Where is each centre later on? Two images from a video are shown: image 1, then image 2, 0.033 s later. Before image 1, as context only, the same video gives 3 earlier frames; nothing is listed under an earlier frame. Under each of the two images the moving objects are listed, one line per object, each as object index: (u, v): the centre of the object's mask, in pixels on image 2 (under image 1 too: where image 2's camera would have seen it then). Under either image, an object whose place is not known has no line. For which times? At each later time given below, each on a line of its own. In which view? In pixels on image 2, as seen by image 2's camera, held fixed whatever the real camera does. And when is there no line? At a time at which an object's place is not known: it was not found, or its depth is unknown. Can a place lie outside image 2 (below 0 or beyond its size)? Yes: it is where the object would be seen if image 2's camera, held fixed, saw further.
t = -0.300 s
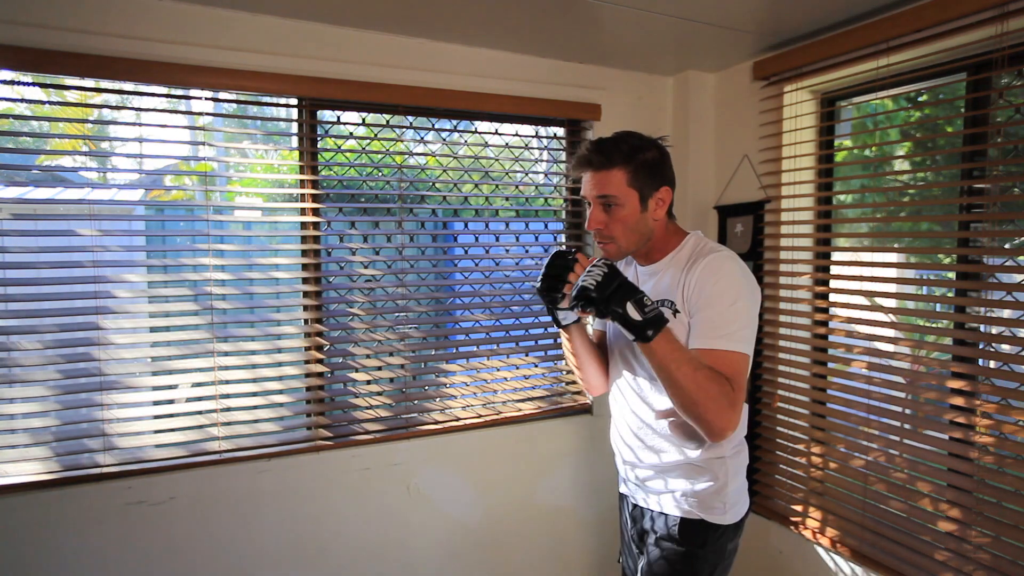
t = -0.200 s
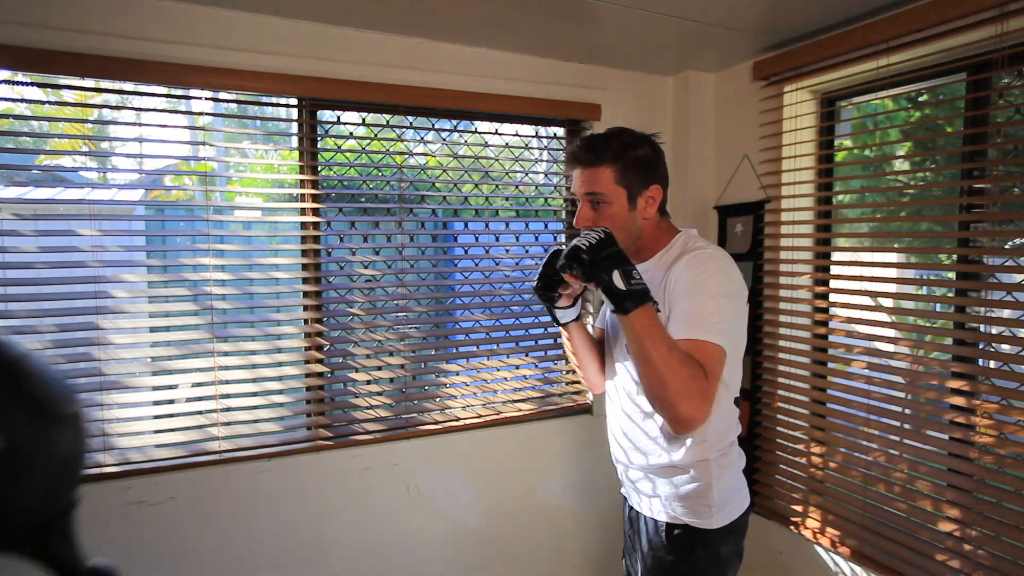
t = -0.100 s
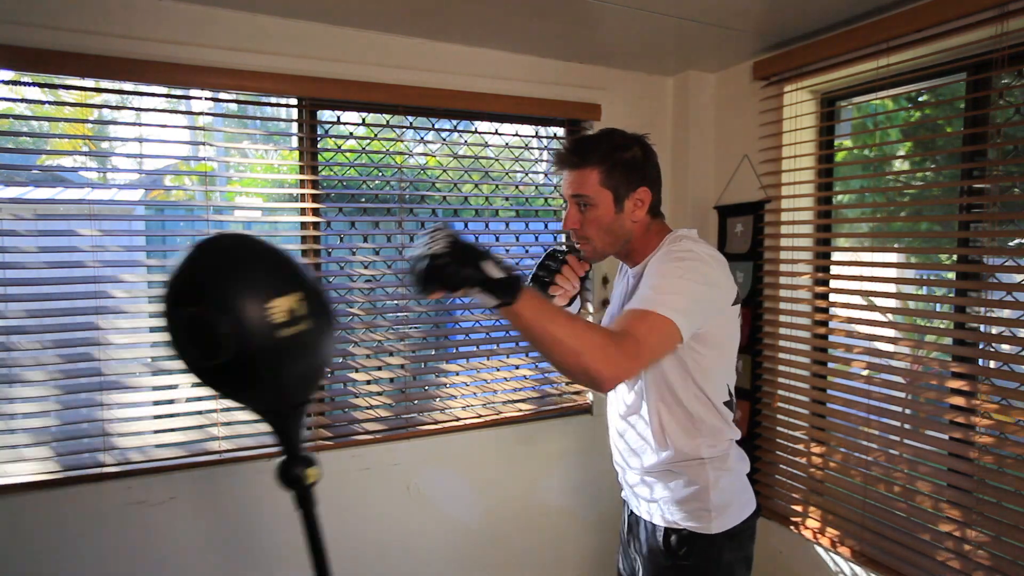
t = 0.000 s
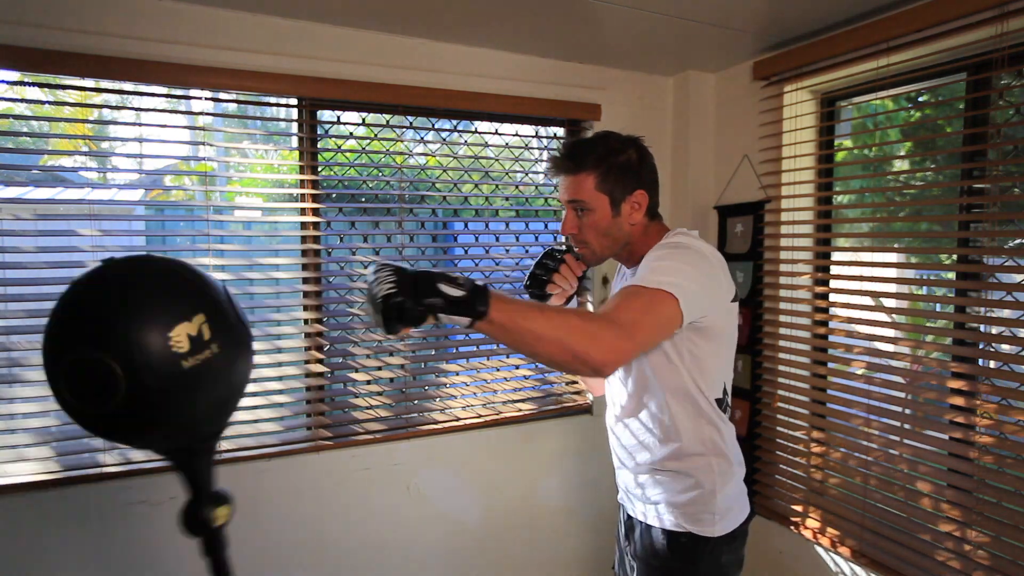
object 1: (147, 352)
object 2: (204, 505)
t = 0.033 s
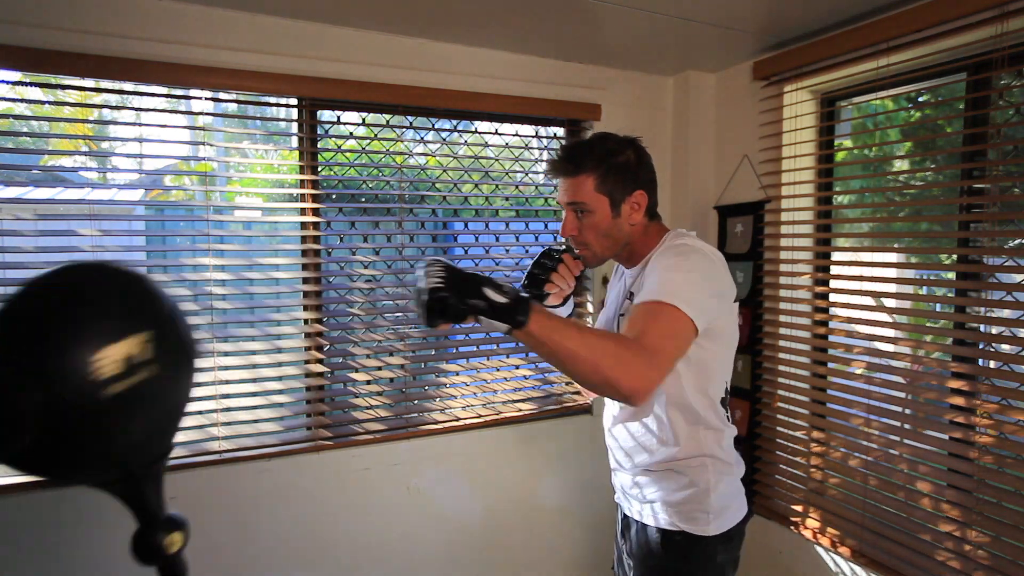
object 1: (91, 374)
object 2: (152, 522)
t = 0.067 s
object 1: (65, 393)
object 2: (96, 536)
